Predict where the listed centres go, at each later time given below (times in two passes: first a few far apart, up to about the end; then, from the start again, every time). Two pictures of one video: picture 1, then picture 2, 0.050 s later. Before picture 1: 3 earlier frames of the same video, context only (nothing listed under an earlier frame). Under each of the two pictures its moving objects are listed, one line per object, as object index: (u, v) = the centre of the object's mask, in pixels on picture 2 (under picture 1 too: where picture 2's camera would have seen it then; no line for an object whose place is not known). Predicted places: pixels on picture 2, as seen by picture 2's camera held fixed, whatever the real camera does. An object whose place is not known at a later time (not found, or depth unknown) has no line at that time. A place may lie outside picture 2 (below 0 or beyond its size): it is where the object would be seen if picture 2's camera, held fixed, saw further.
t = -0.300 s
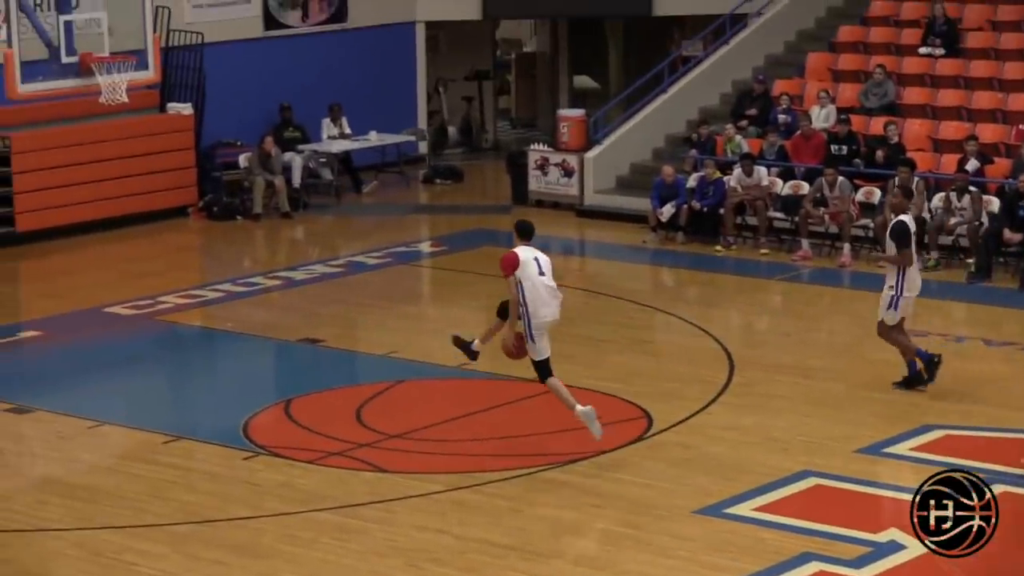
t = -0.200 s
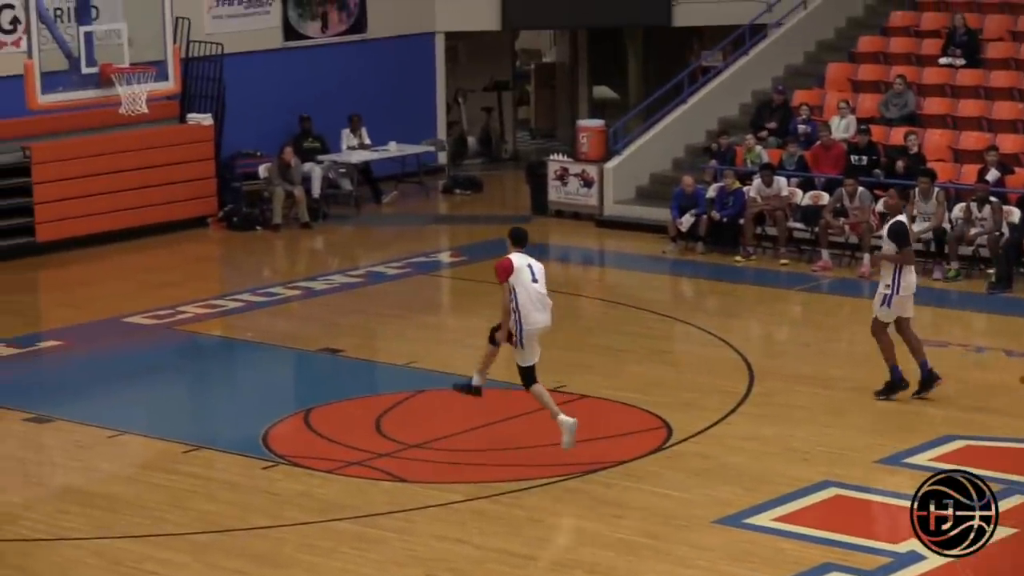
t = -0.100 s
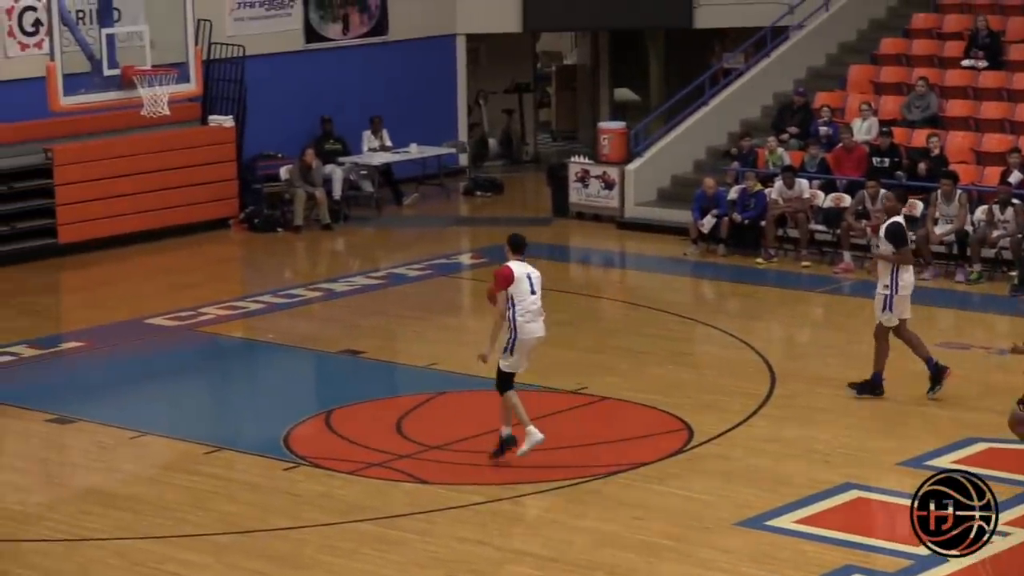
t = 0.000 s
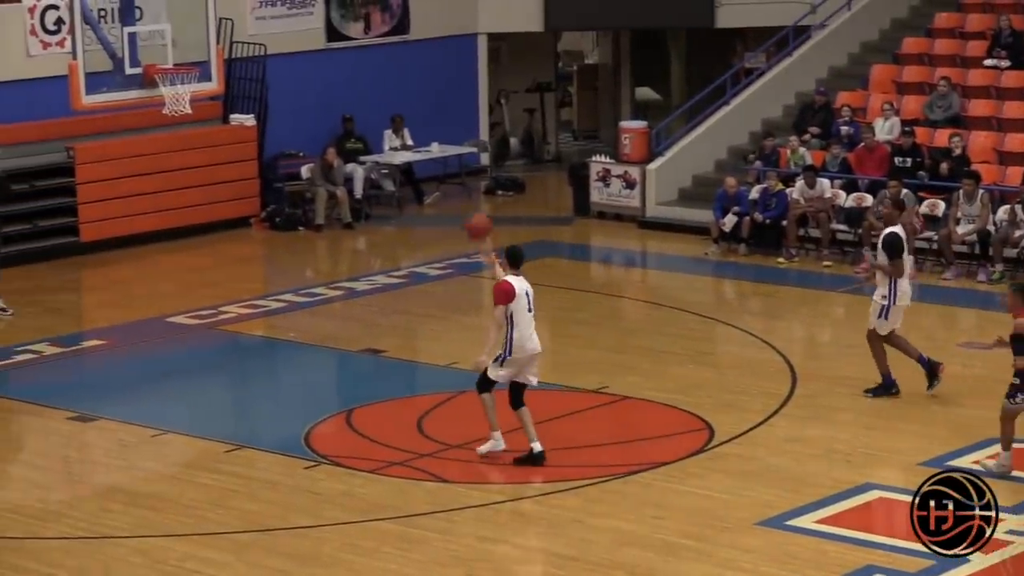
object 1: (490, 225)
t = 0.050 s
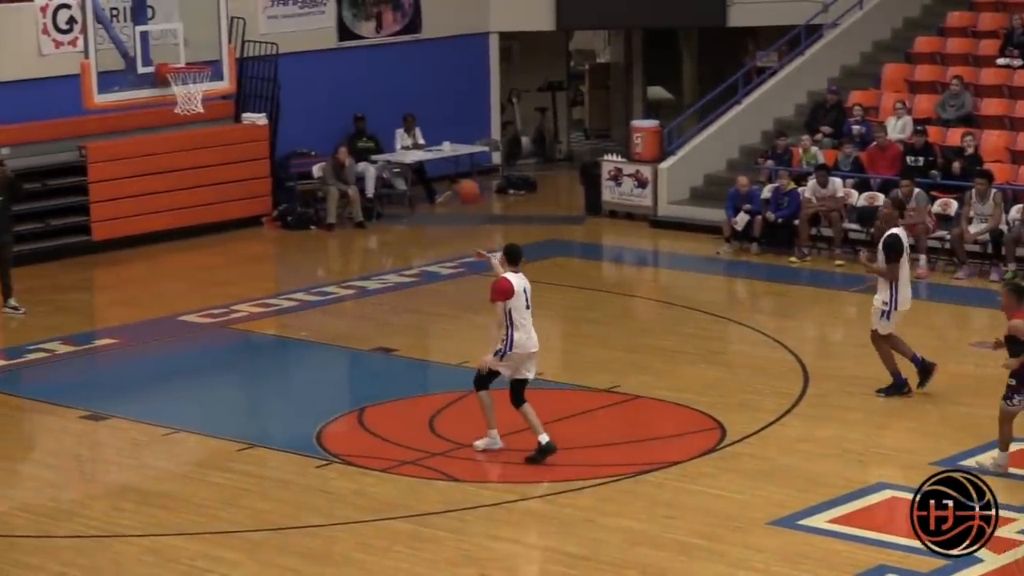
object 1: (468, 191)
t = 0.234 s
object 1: (390, 96)
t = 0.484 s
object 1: (292, 29)
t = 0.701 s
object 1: (220, 25)
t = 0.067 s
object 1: (460, 180)
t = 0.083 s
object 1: (453, 171)
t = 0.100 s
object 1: (447, 164)
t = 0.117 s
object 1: (439, 152)
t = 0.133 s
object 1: (432, 143)
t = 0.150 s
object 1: (424, 135)
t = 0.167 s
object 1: (418, 126)
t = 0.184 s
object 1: (411, 118)
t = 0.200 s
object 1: (404, 111)
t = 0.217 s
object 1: (397, 103)
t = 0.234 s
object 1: (390, 96)
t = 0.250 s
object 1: (383, 89)
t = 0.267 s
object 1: (376, 83)
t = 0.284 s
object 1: (369, 77)
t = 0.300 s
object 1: (362, 71)
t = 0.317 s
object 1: (356, 66)
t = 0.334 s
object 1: (349, 61)
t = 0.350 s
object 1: (344, 57)
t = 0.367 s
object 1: (337, 52)
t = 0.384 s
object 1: (329, 47)
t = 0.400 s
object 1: (324, 43)
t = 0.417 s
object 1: (316, 39)
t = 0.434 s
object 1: (310, 36)
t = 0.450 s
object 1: (304, 34)
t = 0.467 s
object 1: (298, 31)
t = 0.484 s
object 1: (292, 29)
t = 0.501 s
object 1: (286, 26)
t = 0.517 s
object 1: (280, 25)
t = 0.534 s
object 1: (275, 23)
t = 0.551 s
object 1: (269, 23)
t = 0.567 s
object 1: (263, 22)
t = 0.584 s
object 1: (257, 21)
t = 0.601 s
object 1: (252, 20)
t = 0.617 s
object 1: (247, 20)
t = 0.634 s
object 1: (241, 21)
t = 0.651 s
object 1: (236, 21)
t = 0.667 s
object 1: (230, 22)
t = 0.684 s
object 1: (225, 23)
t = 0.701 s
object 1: (220, 25)
